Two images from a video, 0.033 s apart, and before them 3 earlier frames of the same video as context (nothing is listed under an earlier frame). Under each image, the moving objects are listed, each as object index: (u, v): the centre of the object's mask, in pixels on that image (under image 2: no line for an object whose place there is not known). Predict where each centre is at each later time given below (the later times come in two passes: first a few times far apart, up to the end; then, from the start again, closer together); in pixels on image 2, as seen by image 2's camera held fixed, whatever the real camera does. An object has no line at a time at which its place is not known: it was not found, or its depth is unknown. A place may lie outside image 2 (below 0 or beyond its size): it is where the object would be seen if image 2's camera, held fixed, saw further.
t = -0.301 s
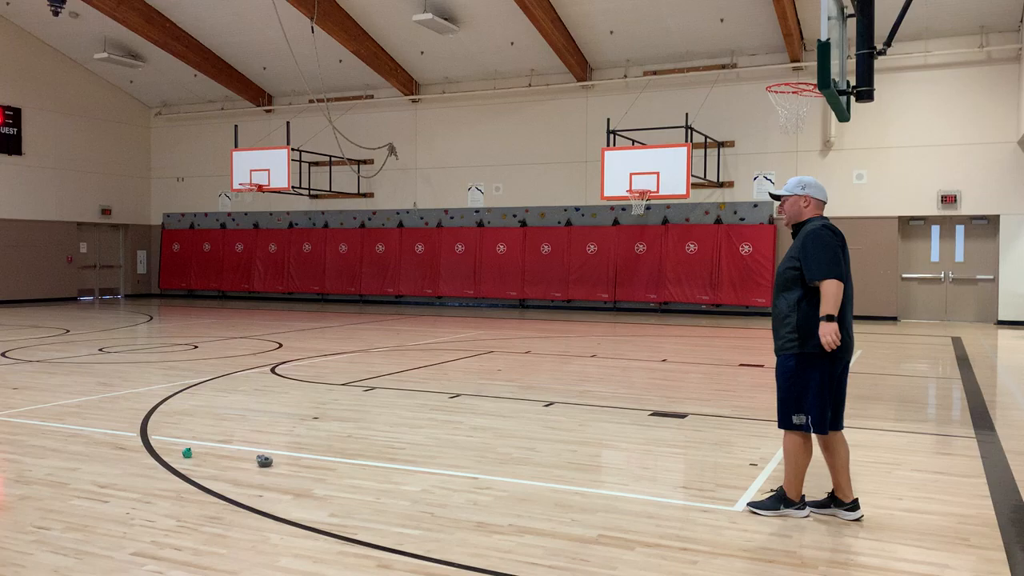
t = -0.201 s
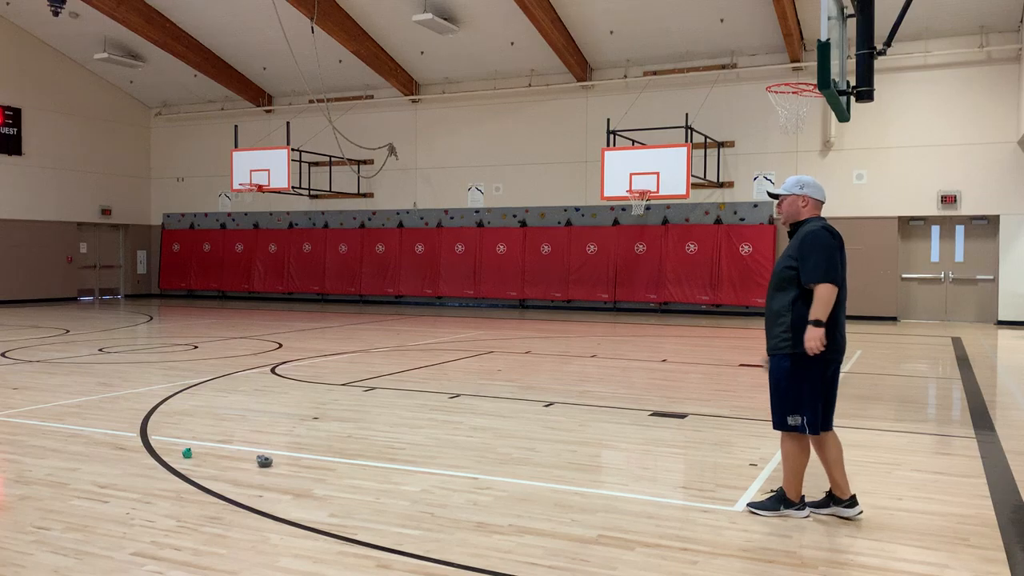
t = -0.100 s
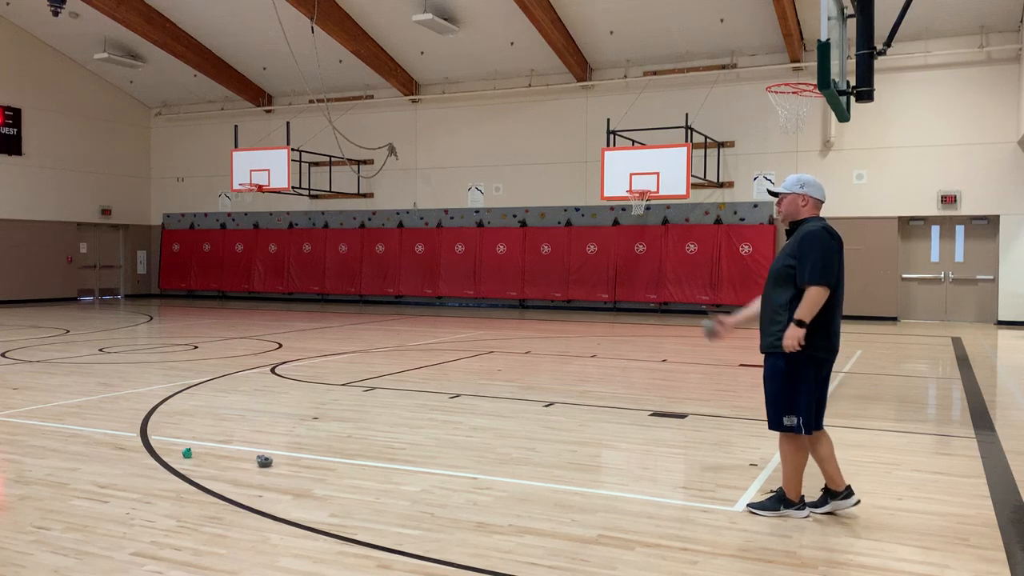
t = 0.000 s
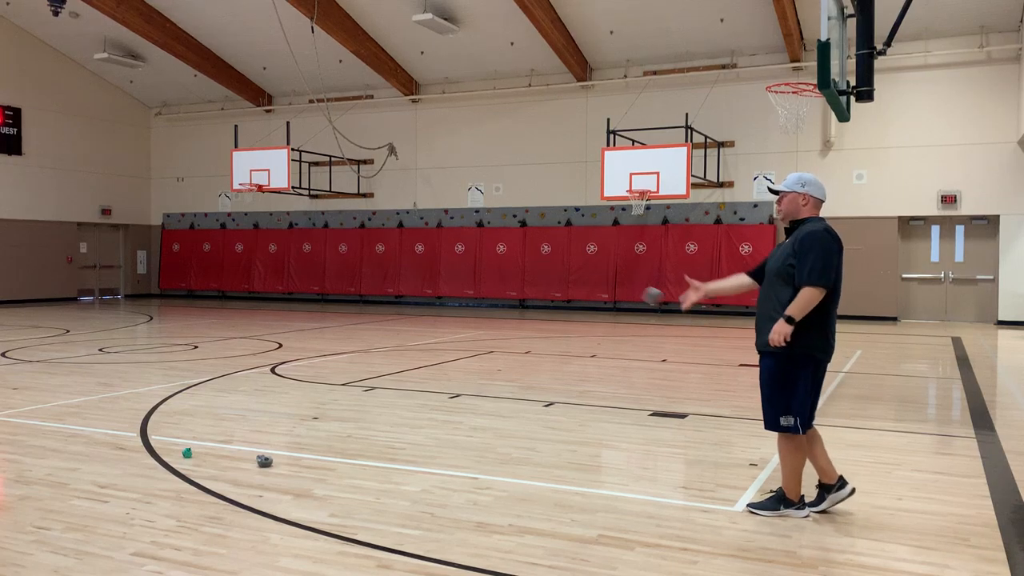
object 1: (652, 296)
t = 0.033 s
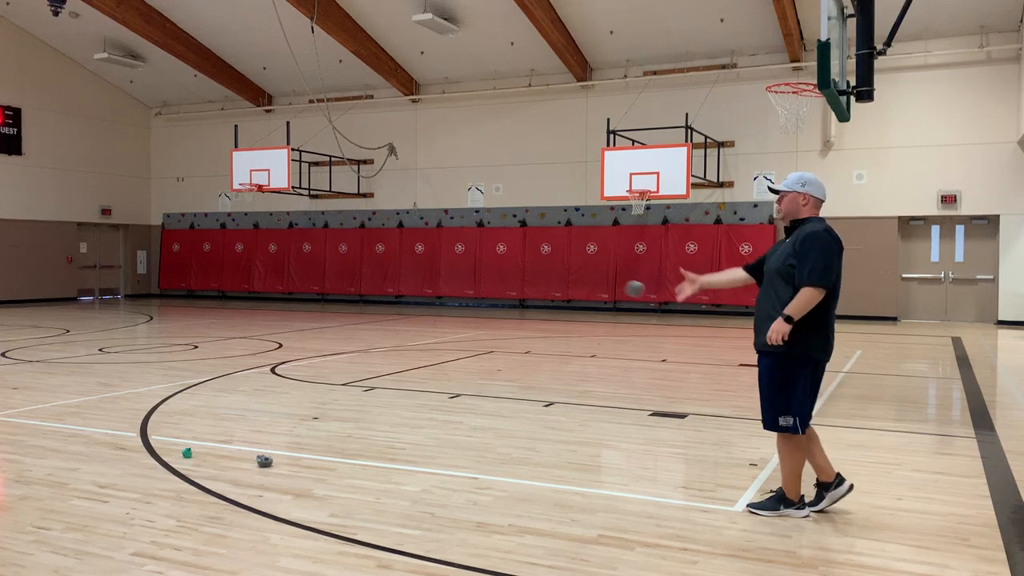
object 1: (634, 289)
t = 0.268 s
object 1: (517, 295)
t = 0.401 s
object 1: (454, 335)
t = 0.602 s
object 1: (370, 444)
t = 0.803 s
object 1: (323, 435)
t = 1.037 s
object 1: (277, 445)
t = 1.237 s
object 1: (241, 435)
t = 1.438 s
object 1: (215, 432)
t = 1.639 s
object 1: (198, 429)
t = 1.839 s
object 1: (186, 429)
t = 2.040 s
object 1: (175, 428)
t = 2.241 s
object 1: (165, 429)
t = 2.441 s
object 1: (163, 429)
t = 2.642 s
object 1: (163, 429)
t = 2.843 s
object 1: (163, 429)
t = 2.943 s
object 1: (163, 429)
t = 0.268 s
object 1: (517, 295)
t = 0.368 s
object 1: (469, 322)
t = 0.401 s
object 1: (454, 335)
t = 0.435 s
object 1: (440, 350)
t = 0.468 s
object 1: (426, 365)
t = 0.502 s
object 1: (411, 382)
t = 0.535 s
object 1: (397, 402)
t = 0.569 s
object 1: (383, 422)
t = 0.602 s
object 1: (370, 444)
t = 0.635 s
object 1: (358, 462)
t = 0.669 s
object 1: (350, 453)
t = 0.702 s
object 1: (343, 446)
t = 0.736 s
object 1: (336, 440)
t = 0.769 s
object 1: (329, 437)
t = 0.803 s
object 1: (323, 435)
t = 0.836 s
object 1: (316, 435)
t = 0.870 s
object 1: (310, 435)
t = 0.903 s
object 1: (303, 439)
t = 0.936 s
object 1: (297, 443)
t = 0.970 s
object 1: (291, 449)
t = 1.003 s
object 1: (283, 448)
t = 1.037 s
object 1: (277, 445)
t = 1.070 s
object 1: (269, 443)
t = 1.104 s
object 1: (263, 442)
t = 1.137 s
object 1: (256, 444)
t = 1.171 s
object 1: (250, 440)
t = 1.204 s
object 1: (246, 436)
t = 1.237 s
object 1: (241, 435)
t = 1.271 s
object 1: (237, 434)
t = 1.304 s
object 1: (231, 435)
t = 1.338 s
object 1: (227, 438)
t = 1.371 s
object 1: (223, 435)
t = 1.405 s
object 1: (219, 433)
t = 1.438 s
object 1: (215, 432)
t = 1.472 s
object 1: (212, 432)
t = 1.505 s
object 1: (207, 435)
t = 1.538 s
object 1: (205, 433)
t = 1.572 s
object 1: (202, 430)
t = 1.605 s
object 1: (200, 429)
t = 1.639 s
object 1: (198, 429)
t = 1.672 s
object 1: (195, 431)
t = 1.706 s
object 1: (194, 431)
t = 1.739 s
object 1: (192, 430)
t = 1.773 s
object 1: (190, 429)
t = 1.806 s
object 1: (188, 429)
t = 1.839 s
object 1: (186, 429)
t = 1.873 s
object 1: (183, 430)
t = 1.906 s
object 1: (181, 431)
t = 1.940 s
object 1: (179, 429)
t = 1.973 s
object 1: (177, 429)
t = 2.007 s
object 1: (176, 428)
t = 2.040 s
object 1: (175, 428)
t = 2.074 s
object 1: (173, 428)
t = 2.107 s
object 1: (172, 428)
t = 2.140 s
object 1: (170, 428)
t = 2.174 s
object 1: (168, 428)
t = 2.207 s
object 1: (167, 428)
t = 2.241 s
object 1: (165, 429)
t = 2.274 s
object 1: (164, 429)
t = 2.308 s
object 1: (163, 429)
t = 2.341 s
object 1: (163, 429)
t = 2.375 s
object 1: (163, 429)
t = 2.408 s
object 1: (163, 429)
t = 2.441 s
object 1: (163, 429)
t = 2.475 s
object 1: (163, 429)
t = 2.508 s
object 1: (163, 429)
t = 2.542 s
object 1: (163, 429)
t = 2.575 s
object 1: (163, 429)
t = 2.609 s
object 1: (163, 429)
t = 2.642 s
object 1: (163, 429)
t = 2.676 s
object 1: (163, 429)
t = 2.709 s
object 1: (163, 429)
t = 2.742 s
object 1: (163, 429)
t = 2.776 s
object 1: (163, 429)
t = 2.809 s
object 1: (163, 429)
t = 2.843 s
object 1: (163, 429)
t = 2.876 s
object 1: (163, 429)
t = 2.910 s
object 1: (163, 429)
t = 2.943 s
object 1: (163, 429)
